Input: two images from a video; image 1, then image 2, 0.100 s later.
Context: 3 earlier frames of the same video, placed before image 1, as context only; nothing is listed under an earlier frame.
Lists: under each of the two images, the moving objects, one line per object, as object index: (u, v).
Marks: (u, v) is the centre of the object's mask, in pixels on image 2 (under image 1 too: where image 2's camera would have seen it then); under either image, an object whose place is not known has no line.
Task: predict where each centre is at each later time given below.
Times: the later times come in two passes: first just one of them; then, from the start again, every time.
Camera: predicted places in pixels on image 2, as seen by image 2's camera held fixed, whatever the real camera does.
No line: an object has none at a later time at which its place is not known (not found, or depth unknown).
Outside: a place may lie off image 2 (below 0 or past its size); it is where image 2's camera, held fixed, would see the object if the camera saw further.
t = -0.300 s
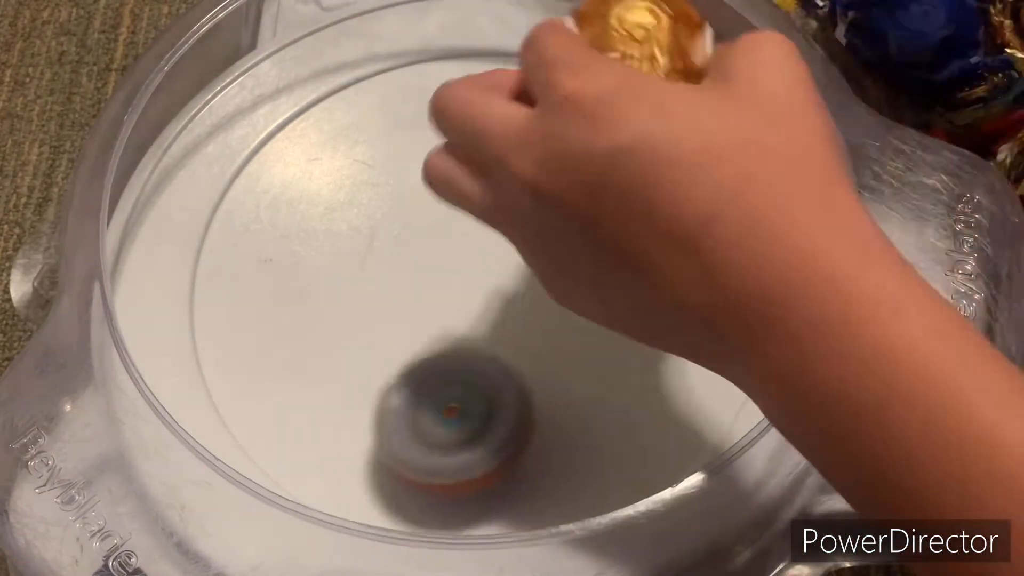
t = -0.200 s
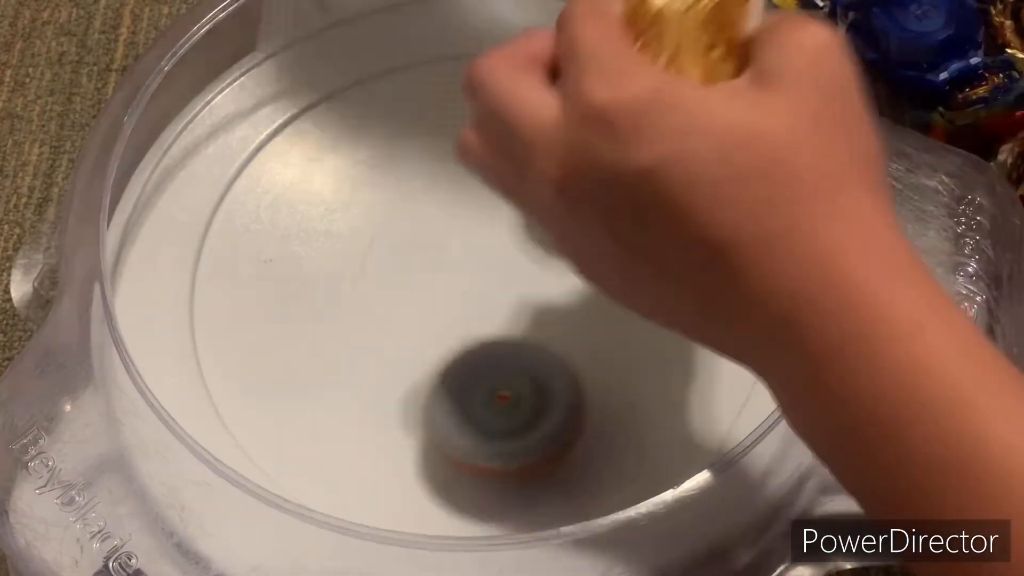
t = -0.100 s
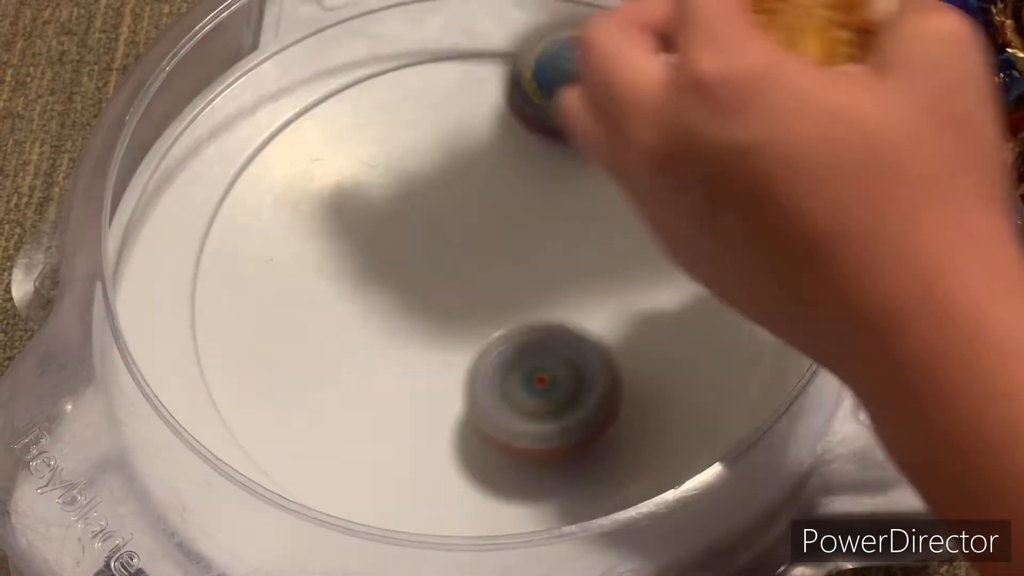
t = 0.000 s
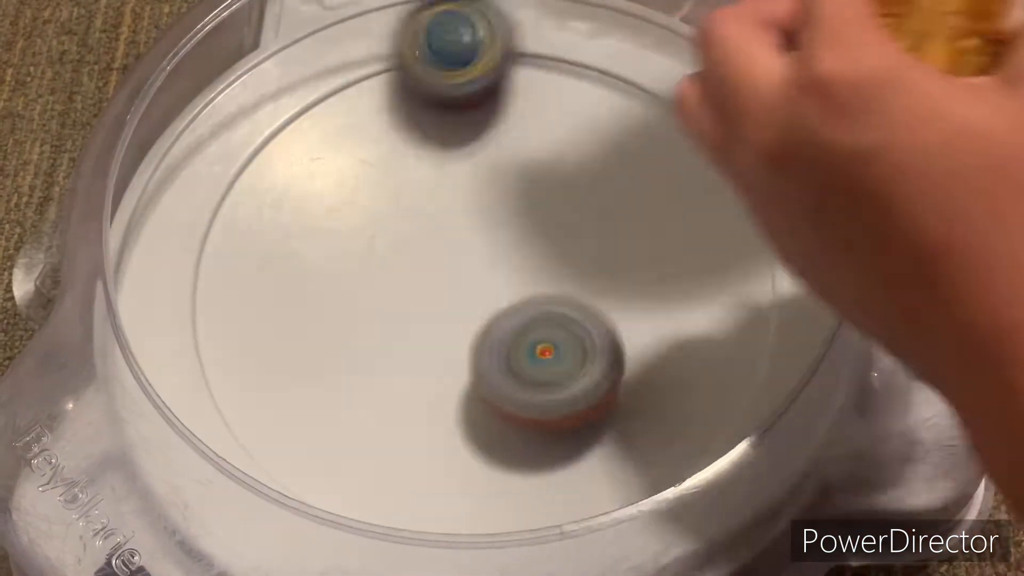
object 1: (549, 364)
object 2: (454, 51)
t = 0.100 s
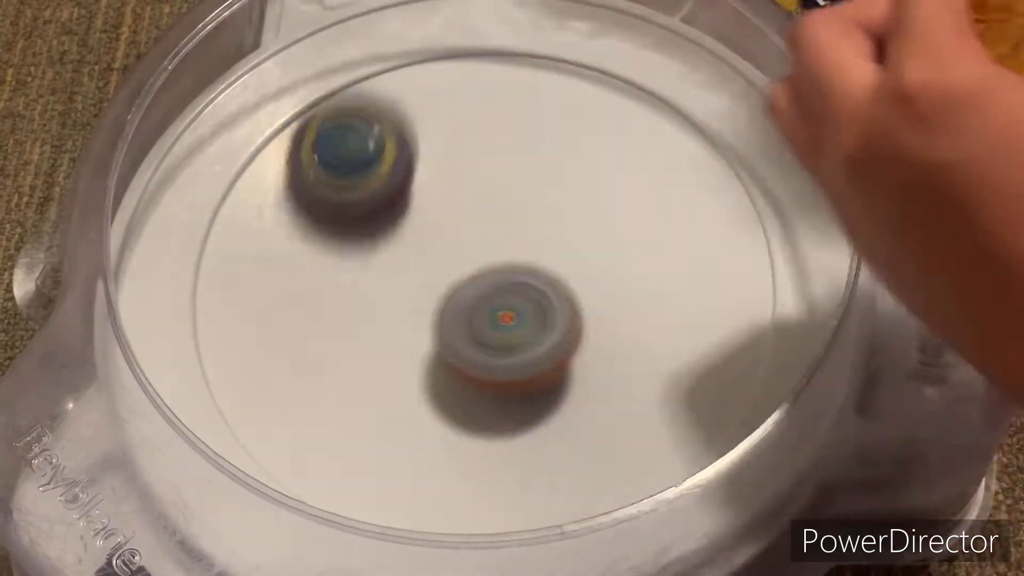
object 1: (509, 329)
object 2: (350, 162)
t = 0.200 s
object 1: (623, 425)
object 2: (259, 222)
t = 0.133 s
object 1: (488, 319)
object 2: (344, 214)
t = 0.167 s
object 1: (494, 336)
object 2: (330, 250)
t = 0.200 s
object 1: (623, 425)
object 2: (259, 222)
